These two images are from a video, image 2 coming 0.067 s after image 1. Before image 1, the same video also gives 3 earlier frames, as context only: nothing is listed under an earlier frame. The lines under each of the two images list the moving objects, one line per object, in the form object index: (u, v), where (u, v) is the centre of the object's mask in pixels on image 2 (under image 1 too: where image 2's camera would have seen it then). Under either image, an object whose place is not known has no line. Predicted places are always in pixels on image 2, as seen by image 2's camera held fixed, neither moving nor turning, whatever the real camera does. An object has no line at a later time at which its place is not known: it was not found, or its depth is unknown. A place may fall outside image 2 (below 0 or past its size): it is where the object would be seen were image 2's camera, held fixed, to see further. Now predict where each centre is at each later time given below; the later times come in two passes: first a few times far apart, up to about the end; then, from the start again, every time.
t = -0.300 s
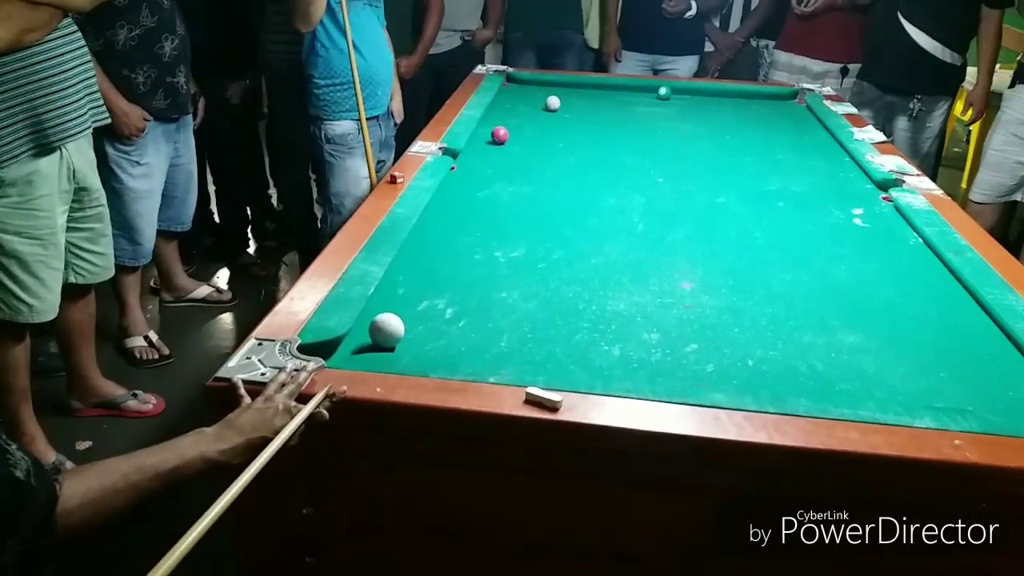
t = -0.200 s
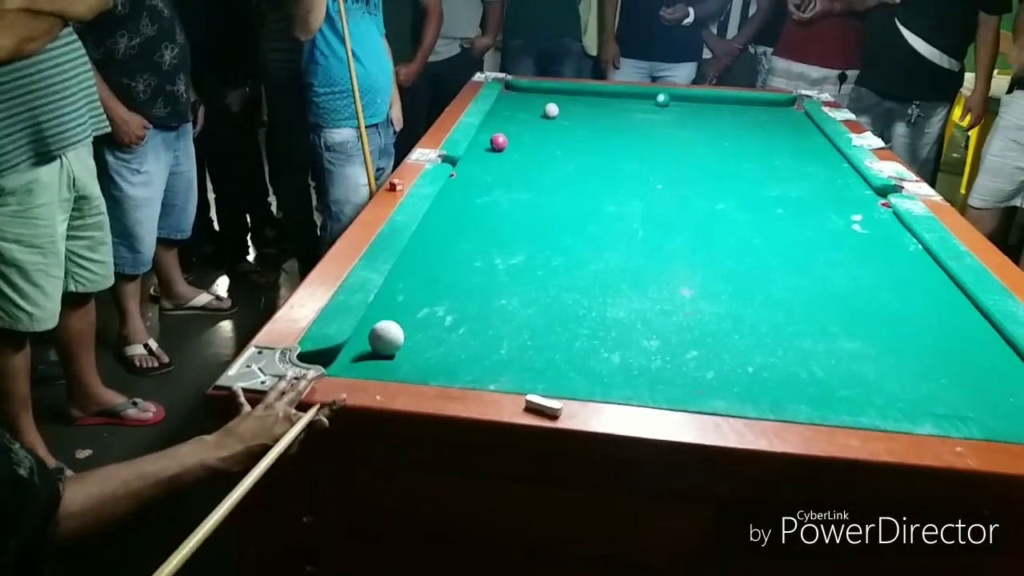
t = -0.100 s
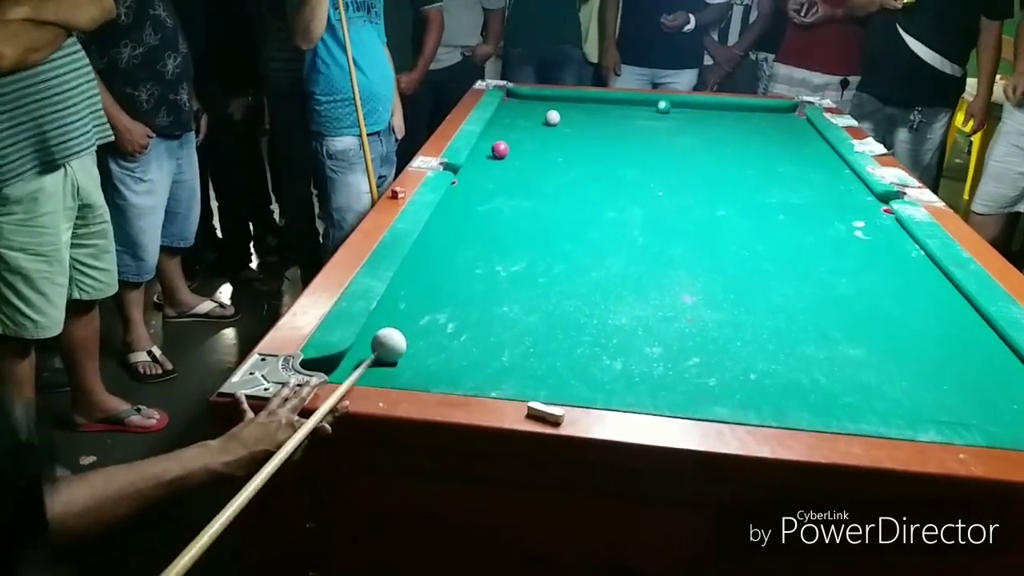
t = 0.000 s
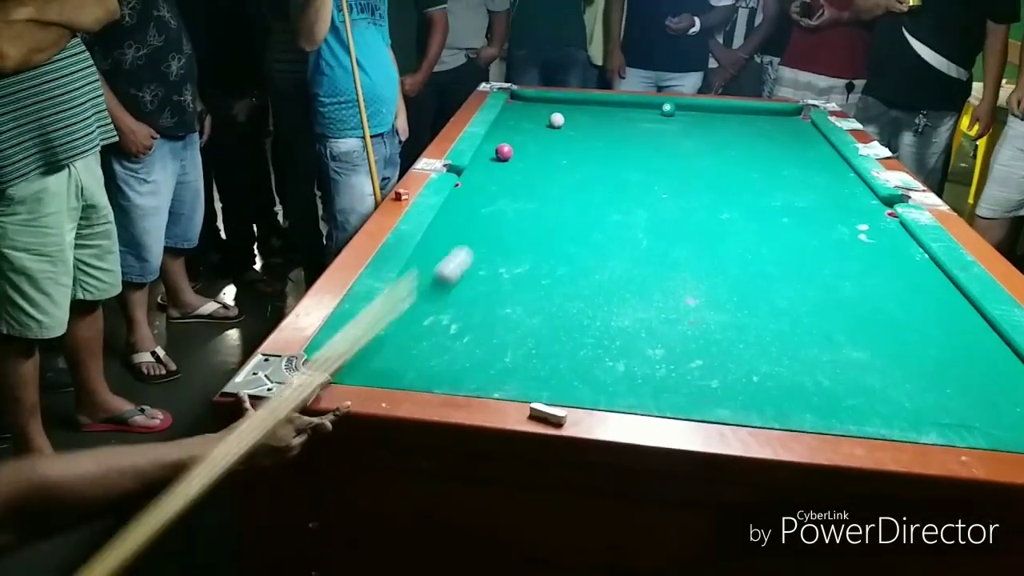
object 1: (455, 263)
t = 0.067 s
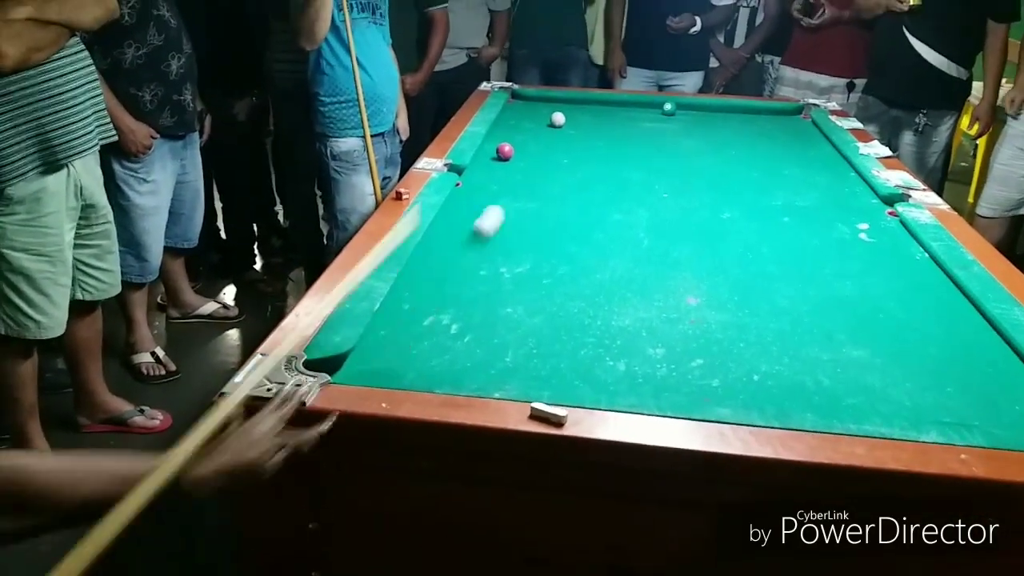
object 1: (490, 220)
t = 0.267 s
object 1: (557, 137)
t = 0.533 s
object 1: (659, 97)
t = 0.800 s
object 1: (662, 117)
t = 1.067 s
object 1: (697, 129)
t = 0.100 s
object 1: (504, 204)
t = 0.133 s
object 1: (517, 187)
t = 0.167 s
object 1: (529, 173)
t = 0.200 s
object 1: (539, 160)
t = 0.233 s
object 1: (548, 148)
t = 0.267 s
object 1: (557, 137)
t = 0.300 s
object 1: (564, 128)
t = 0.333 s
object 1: (576, 120)
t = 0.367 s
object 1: (595, 116)
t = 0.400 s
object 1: (614, 112)
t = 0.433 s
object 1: (631, 108)
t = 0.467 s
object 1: (647, 104)
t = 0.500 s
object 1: (658, 101)
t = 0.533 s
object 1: (659, 97)
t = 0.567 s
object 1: (658, 95)
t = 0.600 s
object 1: (657, 96)
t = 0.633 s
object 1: (657, 100)
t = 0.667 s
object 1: (657, 108)
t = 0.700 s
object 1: (657, 113)
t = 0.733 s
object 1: (659, 113)
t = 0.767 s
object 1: (660, 115)
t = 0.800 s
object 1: (662, 117)
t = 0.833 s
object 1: (665, 118)
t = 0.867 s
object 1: (669, 119)
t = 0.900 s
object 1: (672, 120)
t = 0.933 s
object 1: (674, 122)
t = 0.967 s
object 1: (679, 123)
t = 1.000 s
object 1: (685, 125)
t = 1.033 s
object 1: (690, 127)
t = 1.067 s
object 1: (697, 129)
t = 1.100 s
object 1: (702, 131)
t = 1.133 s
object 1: (709, 133)
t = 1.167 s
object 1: (716, 135)
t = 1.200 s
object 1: (723, 137)
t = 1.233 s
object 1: (730, 139)
